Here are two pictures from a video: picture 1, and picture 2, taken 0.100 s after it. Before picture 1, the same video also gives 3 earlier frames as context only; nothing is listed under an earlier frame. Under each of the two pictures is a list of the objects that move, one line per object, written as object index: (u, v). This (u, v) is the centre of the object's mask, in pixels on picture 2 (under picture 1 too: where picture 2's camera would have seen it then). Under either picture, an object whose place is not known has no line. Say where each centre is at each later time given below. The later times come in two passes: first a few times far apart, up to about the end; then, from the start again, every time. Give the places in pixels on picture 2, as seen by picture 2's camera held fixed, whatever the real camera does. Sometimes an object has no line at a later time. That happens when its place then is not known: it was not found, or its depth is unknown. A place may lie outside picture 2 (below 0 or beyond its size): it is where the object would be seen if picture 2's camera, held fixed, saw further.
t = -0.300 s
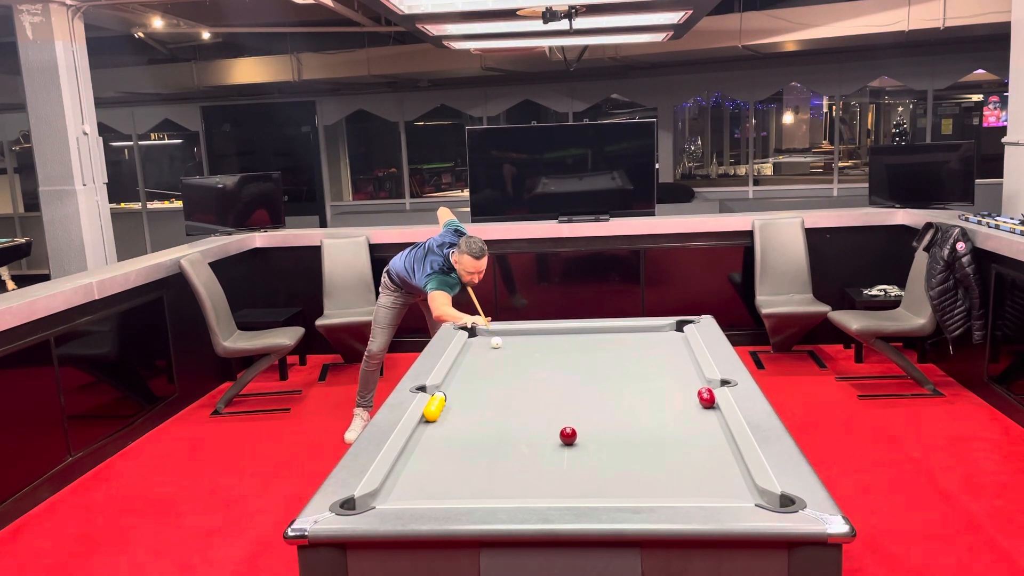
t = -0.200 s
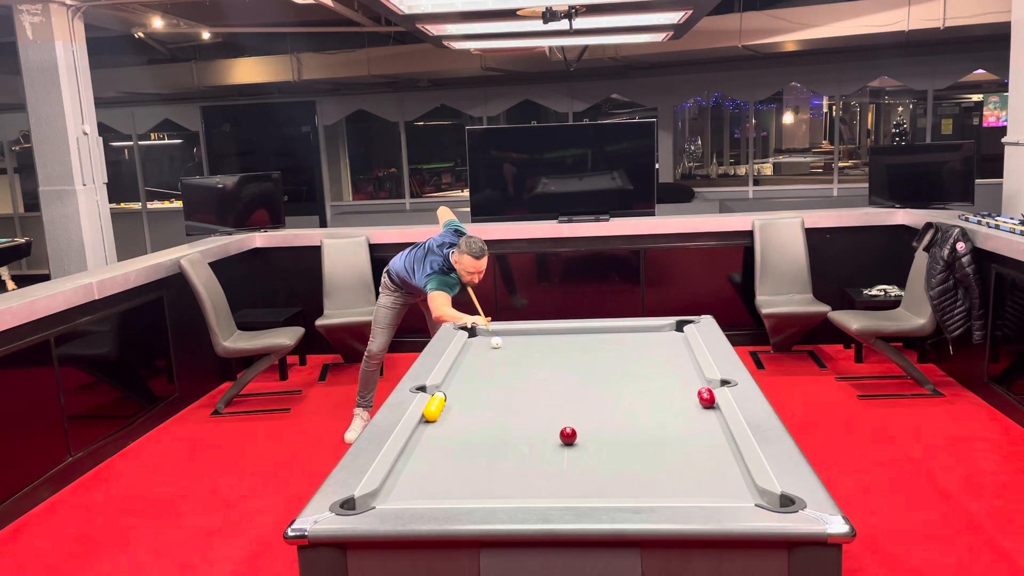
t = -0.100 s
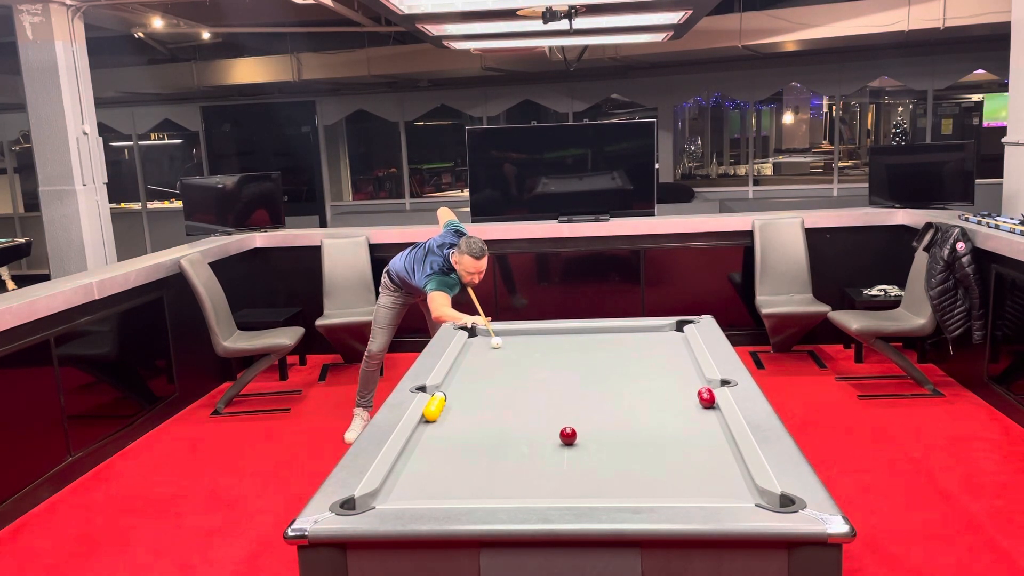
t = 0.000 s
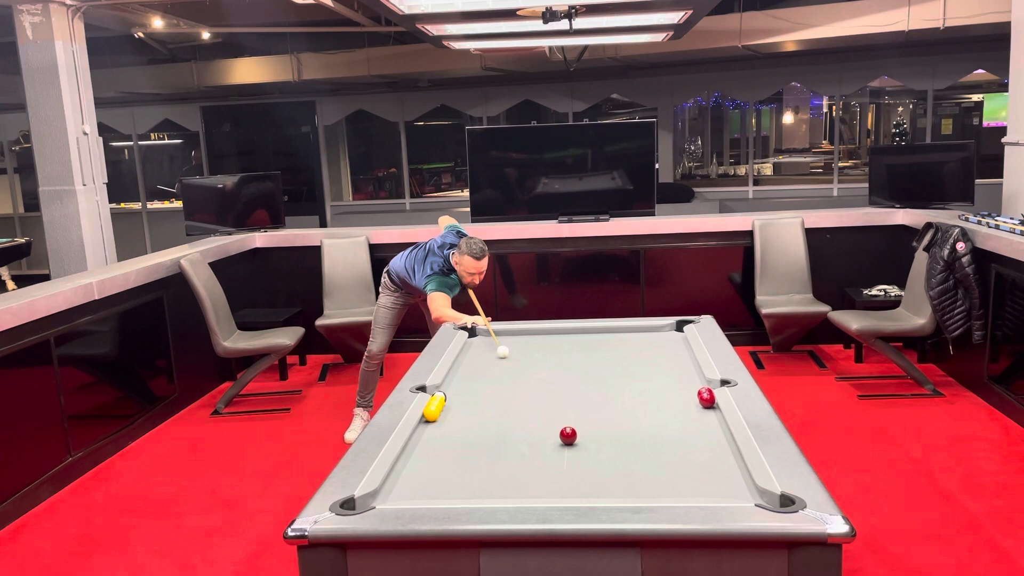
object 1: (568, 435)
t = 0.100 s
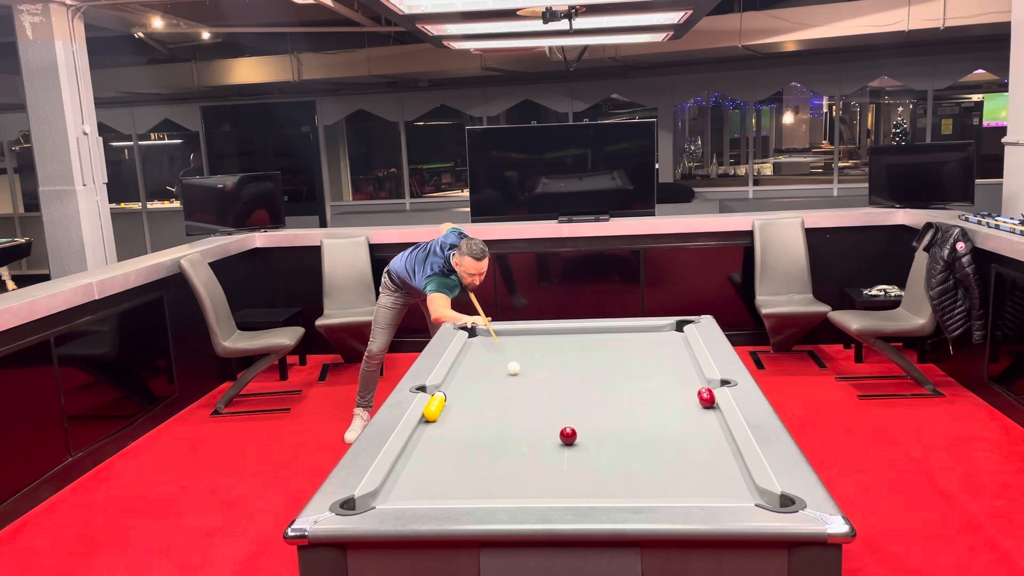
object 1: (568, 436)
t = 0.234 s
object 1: (568, 436)
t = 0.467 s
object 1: (586, 441)
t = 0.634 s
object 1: (649, 461)
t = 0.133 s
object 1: (568, 436)
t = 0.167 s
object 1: (568, 436)
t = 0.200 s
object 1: (568, 436)
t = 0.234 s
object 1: (568, 436)
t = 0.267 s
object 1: (568, 436)
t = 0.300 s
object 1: (568, 436)
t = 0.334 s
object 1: (568, 436)
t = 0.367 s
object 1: (568, 435)
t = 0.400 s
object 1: (568, 436)
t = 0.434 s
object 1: (572, 437)
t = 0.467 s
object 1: (586, 441)
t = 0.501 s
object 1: (599, 445)
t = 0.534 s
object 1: (612, 449)
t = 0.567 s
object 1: (624, 453)
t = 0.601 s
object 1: (637, 457)
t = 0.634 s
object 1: (649, 461)
